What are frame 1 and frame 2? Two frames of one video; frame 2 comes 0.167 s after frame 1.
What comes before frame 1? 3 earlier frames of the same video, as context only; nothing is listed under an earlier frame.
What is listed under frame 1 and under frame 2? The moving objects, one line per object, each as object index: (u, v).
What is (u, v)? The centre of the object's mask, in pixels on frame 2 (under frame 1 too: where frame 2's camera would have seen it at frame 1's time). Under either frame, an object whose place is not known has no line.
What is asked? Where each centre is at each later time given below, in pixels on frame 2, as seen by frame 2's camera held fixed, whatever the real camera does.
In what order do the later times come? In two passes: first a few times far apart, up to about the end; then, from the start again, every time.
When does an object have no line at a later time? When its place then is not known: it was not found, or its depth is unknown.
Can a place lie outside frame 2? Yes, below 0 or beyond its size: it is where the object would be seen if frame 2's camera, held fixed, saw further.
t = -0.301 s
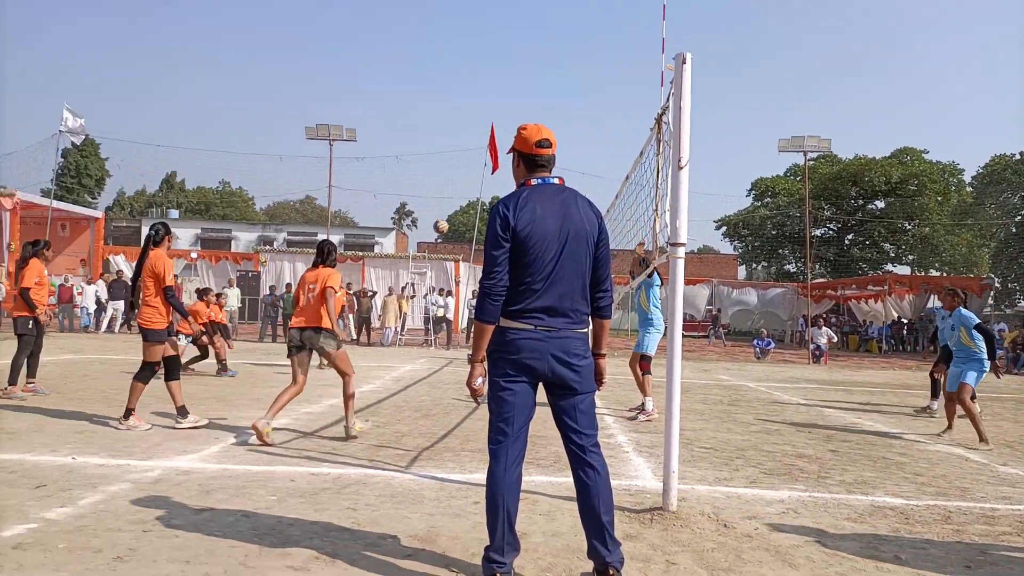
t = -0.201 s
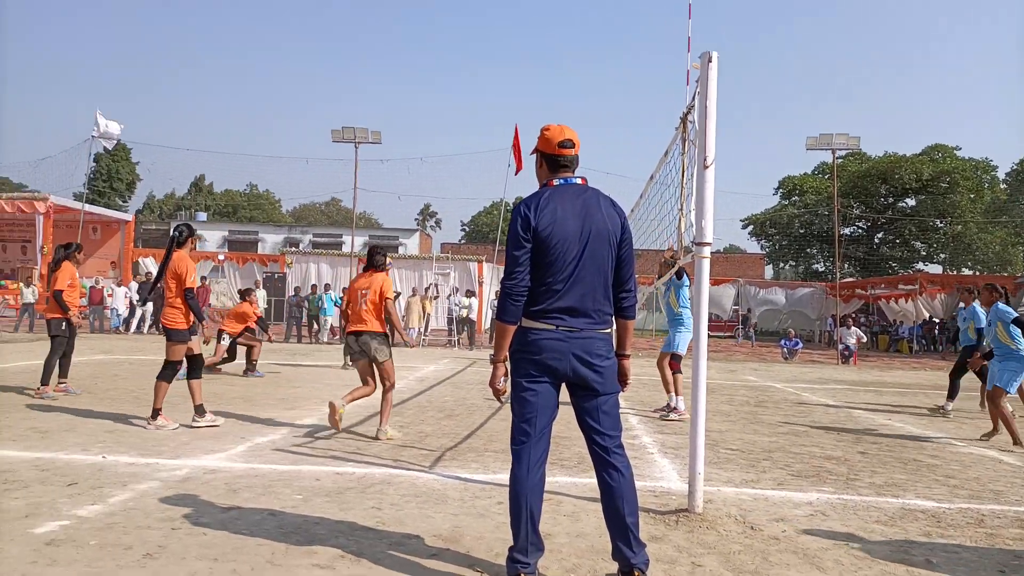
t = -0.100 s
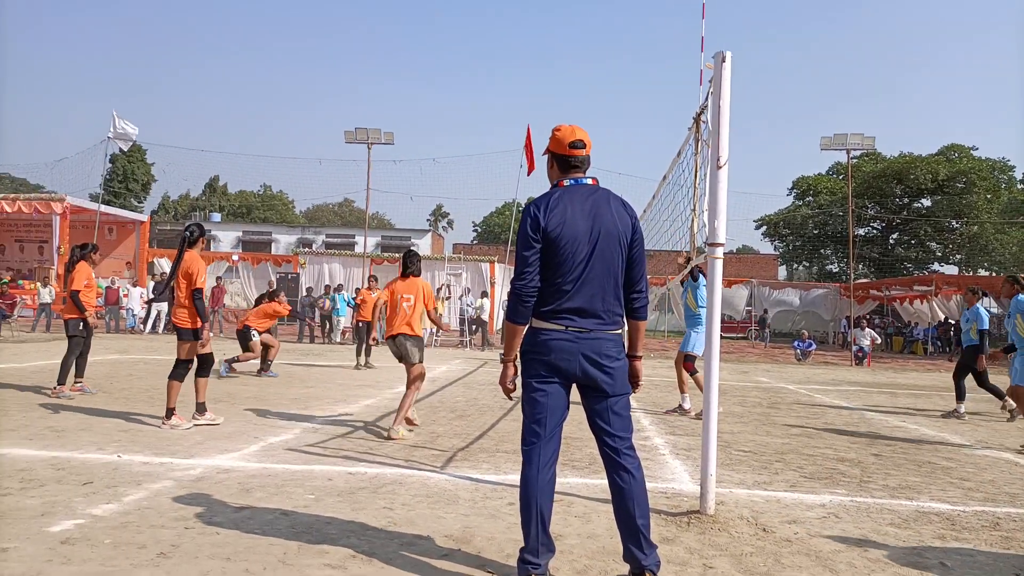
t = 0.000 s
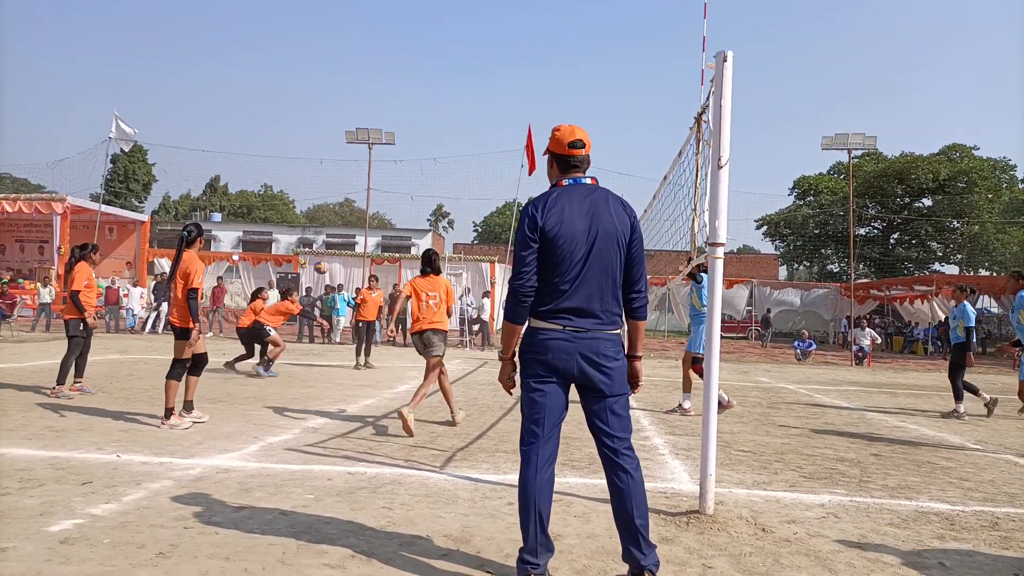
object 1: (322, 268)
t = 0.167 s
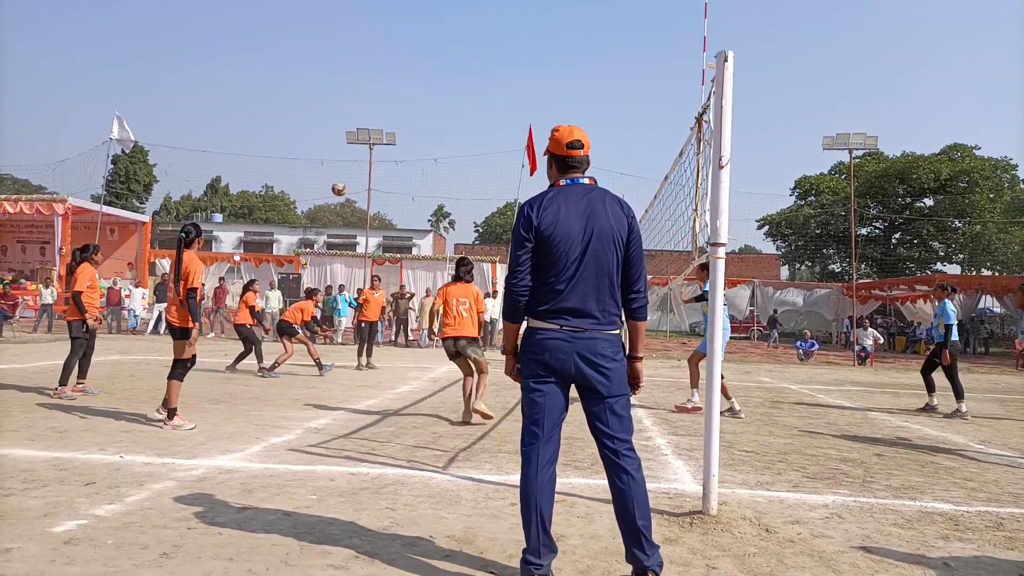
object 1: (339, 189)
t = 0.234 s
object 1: (345, 162)
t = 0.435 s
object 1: (361, 97)
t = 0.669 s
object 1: (378, 54)
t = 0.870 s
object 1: (392, 48)
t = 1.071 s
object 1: (405, 71)
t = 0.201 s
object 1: (342, 175)
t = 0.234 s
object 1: (345, 162)
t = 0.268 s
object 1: (347, 150)
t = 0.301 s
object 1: (351, 138)
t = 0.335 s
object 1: (354, 126)
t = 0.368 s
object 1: (357, 116)
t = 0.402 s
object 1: (359, 106)
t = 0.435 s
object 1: (361, 97)
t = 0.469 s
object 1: (364, 89)
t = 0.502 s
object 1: (367, 81)
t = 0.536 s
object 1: (369, 74)
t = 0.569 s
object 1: (371, 68)
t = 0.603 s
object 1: (374, 63)
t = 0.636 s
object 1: (376, 58)
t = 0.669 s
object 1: (378, 54)
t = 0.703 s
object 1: (381, 51)
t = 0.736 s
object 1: (383, 49)
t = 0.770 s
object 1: (386, 47)
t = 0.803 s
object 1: (387, 47)
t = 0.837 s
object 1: (390, 47)
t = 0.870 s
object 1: (392, 48)
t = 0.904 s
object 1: (394, 49)
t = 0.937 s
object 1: (396, 52)
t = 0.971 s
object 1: (398, 56)
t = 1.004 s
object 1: (401, 60)
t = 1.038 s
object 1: (403, 65)
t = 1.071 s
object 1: (405, 71)
